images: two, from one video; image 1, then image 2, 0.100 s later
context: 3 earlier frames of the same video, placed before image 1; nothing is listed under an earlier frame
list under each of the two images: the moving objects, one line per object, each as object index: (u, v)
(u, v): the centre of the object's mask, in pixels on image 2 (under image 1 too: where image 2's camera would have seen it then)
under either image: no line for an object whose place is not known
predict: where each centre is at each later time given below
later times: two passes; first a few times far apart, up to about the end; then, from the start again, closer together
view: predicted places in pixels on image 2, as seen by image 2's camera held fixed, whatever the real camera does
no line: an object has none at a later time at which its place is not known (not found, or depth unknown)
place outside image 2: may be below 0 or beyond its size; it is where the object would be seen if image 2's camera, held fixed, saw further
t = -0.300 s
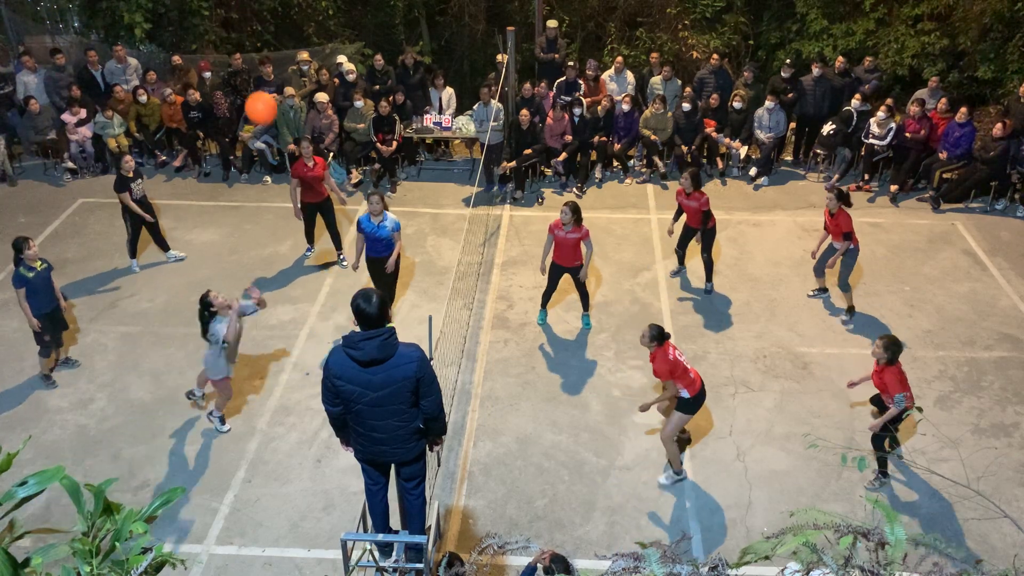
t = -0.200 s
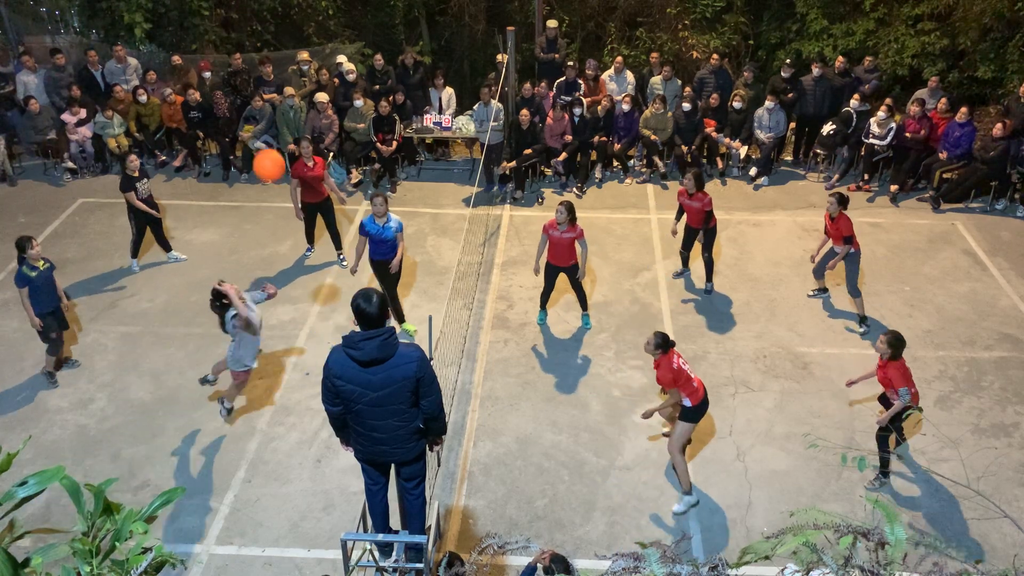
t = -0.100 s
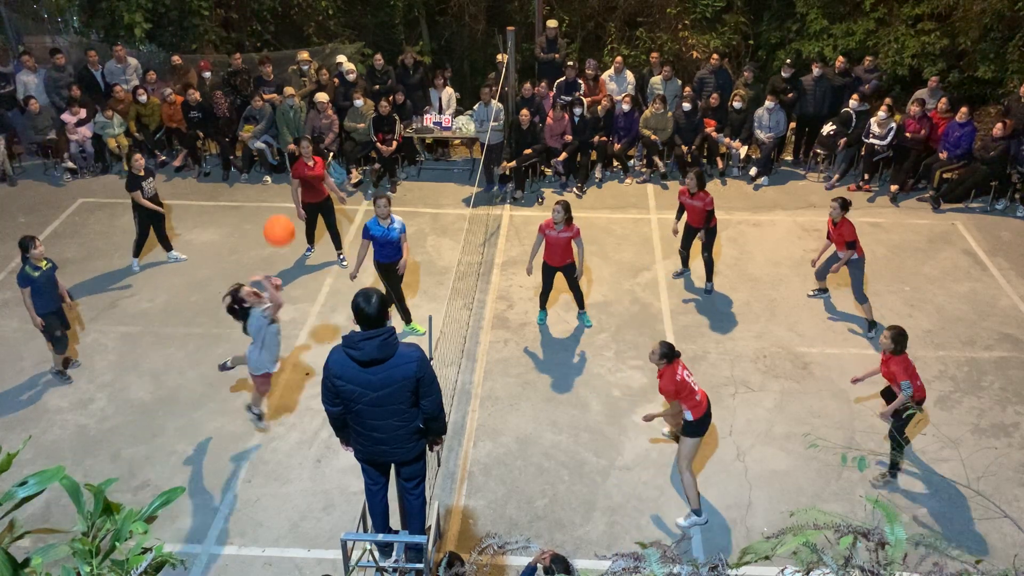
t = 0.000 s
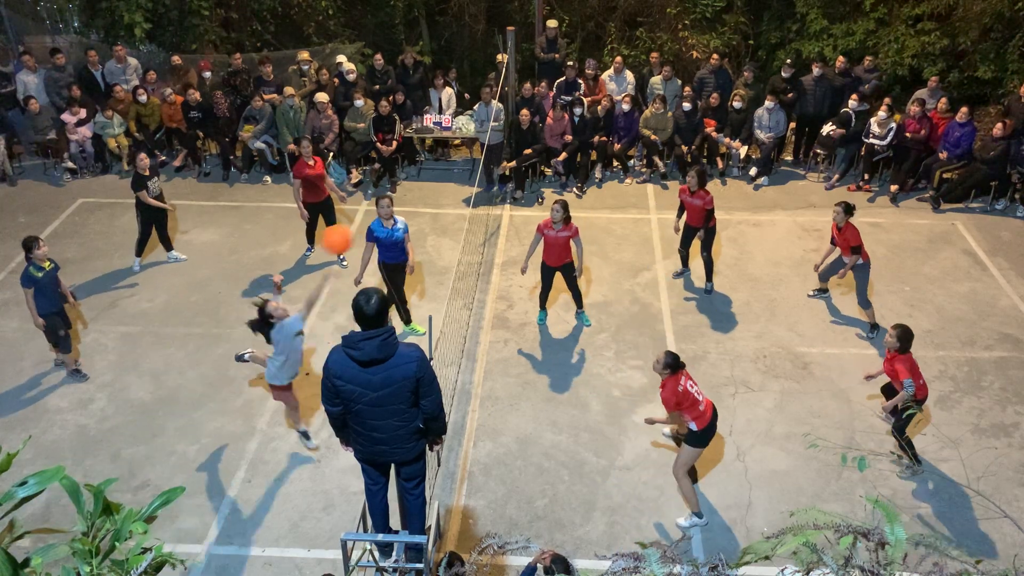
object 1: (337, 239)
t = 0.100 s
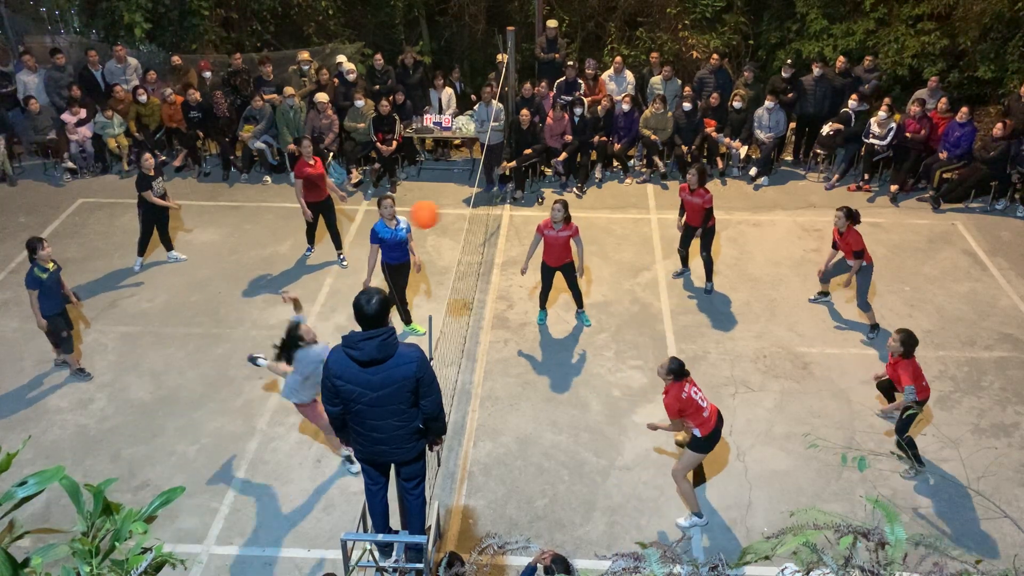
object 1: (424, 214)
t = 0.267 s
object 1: (550, 201)
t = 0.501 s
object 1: (691, 223)
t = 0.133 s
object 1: (453, 209)
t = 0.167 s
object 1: (478, 205)
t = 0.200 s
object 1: (503, 202)
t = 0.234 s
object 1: (527, 201)
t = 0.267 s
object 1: (550, 201)
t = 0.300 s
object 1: (573, 202)
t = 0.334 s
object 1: (595, 203)
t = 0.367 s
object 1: (615, 206)
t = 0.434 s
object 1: (655, 213)
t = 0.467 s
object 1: (673, 217)
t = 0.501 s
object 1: (691, 223)
